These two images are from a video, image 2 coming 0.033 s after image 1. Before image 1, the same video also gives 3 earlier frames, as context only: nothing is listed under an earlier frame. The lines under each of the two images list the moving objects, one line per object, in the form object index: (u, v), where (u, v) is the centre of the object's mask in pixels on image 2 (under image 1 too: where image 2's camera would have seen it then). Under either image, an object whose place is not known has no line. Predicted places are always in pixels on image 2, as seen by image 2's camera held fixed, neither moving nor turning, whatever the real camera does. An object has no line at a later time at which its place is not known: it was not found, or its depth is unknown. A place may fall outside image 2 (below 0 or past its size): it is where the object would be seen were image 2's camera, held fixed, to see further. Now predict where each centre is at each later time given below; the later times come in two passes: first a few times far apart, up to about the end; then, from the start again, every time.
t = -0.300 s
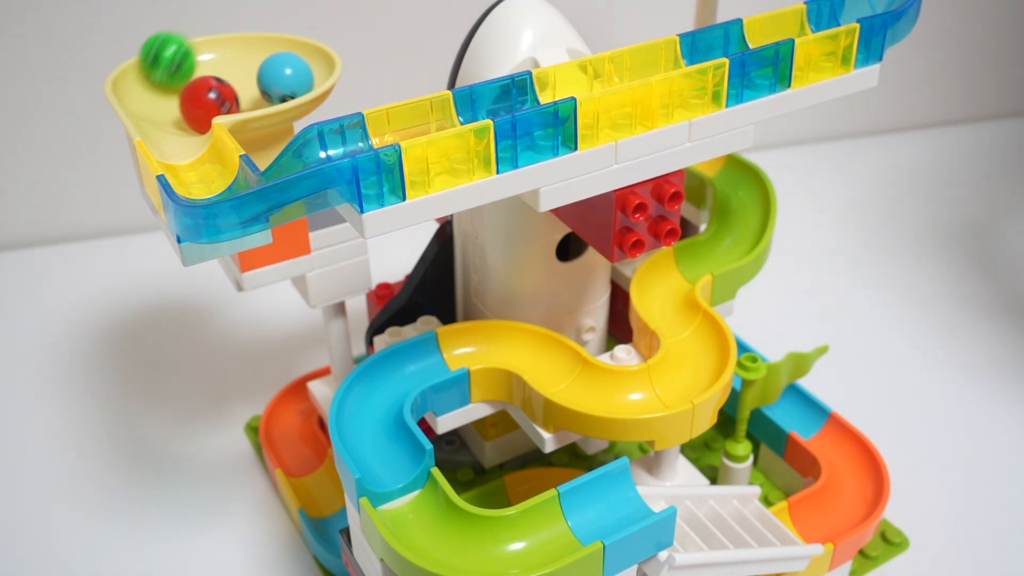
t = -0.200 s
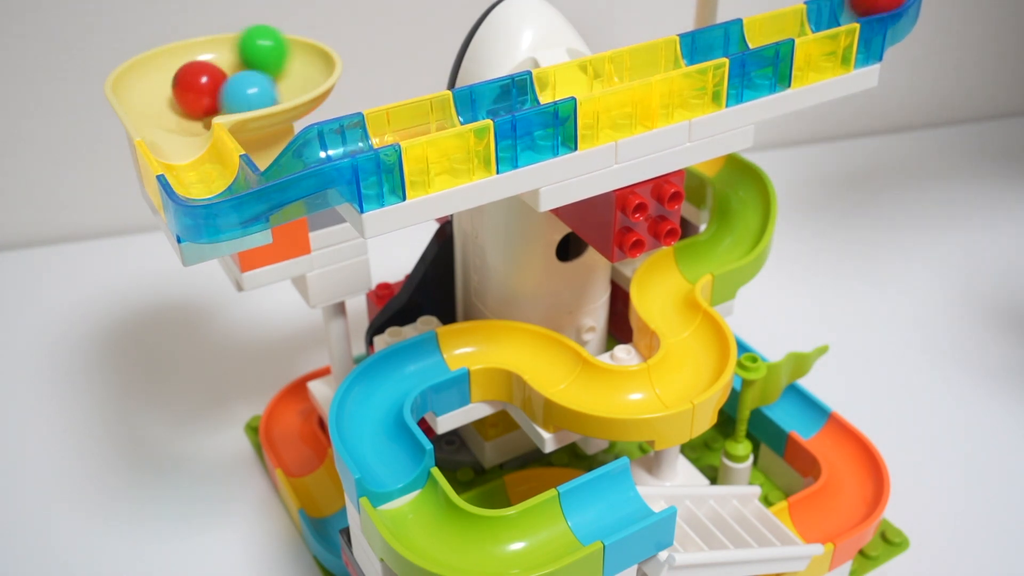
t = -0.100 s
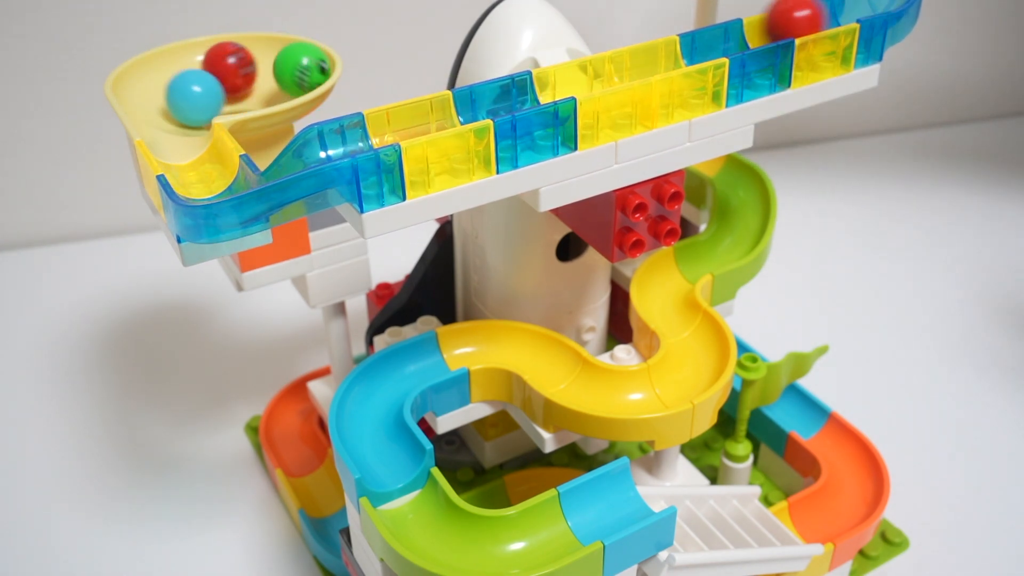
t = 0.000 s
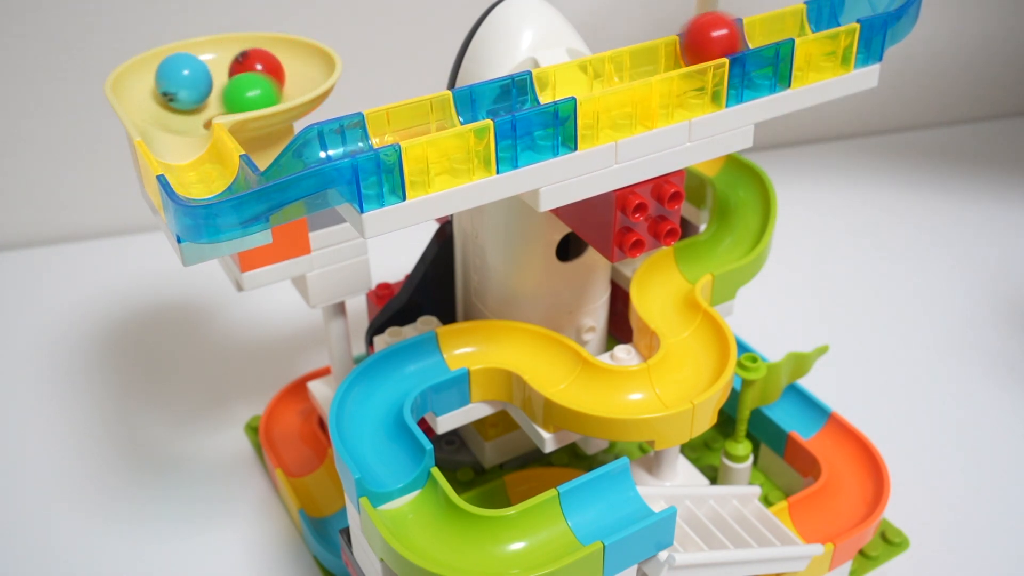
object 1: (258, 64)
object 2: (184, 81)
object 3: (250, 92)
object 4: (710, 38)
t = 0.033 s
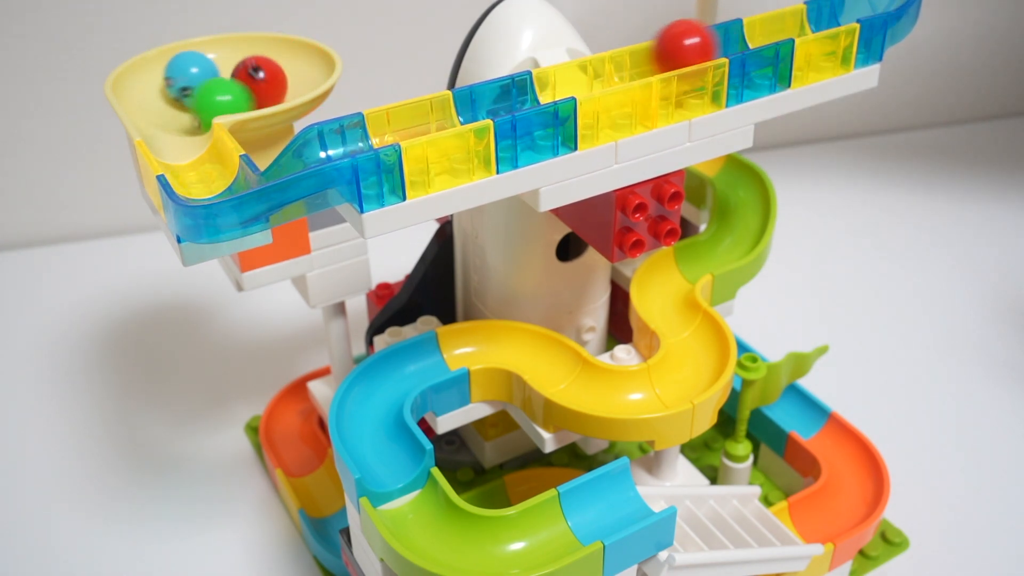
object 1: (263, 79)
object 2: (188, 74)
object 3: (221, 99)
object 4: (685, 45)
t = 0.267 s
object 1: (190, 102)
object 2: (265, 87)
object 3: (212, 57)
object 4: (463, 101)
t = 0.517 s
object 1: (267, 67)
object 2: (203, 89)
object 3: (244, 94)
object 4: (210, 173)
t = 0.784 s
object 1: (204, 102)
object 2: (252, 84)
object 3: (222, 41)
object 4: (171, 64)
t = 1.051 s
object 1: (232, 74)
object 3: (204, 103)
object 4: (277, 84)
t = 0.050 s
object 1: (259, 85)
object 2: (196, 68)
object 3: (205, 103)
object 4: (670, 49)
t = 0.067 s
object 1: (255, 88)
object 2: (207, 68)
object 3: (194, 105)
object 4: (655, 52)
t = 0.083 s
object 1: (250, 90)
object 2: (213, 72)
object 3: (183, 103)
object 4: (638, 56)
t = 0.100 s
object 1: (245, 93)
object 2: (215, 73)
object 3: (171, 98)
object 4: (623, 60)
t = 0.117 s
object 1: (239, 94)
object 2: (222, 69)
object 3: (164, 93)
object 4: (608, 65)
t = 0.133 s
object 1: (232, 96)
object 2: (236, 68)
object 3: (160, 87)
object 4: (592, 69)
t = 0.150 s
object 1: (226, 98)
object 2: (248, 74)
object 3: (158, 81)
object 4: (576, 73)
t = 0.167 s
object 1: (218, 100)
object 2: (254, 79)
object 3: (160, 75)
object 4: (559, 77)
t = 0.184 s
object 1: (210, 102)
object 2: (257, 82)
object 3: (163, 71)
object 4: (541, 80)
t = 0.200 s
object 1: (204, 103)
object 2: (259, 84)
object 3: (169, 66)
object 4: (526, 85)
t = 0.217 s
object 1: (199, 104)
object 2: (262, 85)
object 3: (176, 60)
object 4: (510, 89)
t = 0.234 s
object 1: (195, 104)
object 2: (264, 85)
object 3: (187, 56)
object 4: (495, 93)
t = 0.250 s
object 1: (192, 103)
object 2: (265, 86)
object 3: (200, 55)
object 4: (480, 96)
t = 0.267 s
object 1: (190, 102)
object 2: (265, 87)
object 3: (212, 57)
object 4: (463, 101)
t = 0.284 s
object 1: (190, 101)
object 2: (264, 88)
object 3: (224, 59)
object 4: (447, 104)
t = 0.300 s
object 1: (191, 99)
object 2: (261, 89)
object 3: (234, 58)
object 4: (428, 109)
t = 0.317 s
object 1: (193, 96)
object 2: (258, 90)
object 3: (246, 56)
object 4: (409, 114)
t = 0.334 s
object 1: (196, 94)
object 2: (254, 92)
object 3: (260, 58)
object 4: (392, 118)
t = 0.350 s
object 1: (199, 91)
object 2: (248, 93)
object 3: (271, 64)
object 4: (372, 123)
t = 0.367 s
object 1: (201, 87)
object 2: (242, 95)
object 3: (279, 71)
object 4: (354, 127)
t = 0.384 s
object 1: (205, 80)
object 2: (235, 96)
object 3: (282, 75)
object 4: (336, 132)
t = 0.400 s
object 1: (215, 70)
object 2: (229, 97)
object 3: (284, 78)
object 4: (318, 138)
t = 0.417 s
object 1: (228, 66)
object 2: (224, 98)
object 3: (283, 80)
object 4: (298, 144)
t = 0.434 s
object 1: (236, 66)
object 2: (218, 99)
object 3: (281, 82)
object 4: (277, 153)
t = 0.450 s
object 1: (240, 64)
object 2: (213, 99)
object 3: (276, 85)
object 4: (258, 161)
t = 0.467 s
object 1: (244, 62)
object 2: (209, 99)
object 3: (269, 87)
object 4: (239, 169)
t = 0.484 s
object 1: (251, 59)
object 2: (206, 96)
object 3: (261, 90)
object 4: (224, 175)
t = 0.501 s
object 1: (260, 61)
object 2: (204, 93)
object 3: (253, 92)
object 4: (215, 176)
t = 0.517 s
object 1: (267, 67)
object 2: (203, 89)
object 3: (244, 94)
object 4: (210, 173)
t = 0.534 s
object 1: (271, 71)
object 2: (202, 82)
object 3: (232, 97)
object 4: (203, 166)
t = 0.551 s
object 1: (272, 74)
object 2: (209, 73)
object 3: (219, 99)
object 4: (195, 156)
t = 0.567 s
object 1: (274, 76)
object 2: (219, 72)
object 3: (210, 98)
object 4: (189, 149)
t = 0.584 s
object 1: (274, 77)
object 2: (225, 76)
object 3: (203, 96)
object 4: (184, 139)
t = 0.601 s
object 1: (273, 80)
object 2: (225, 78)
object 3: (195, 94)
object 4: (178, 132)
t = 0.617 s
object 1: (272, 82)
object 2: (225, 80)
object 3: (191, 90)
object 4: (172, 125)
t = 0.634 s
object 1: (269, 84)
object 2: (224, 80)
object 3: (187, 86)
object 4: (166, 117)
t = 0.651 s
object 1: (265, 86)
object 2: (223, 80)
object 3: (186, 82)
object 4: (161, 109)
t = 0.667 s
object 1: (260, 89)
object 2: (224, 77)
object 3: (184, 79)
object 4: (156, 102)
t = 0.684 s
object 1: (253, 91)
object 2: (227, 72)
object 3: (184, 77)
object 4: (152, 95)
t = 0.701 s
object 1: (247, 93)
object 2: (234, 68)
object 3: (184, 71)
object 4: (148, 90)
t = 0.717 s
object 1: (238, 95)
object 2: (243, 68)
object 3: (187, 64)
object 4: (148, 86)
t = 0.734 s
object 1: (230, 96)
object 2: (250, 72)
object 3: (192, 58)
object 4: (151, 81)
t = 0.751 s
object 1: (220, 99)
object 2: (253, 77)
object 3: (200, 50)
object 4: (157, 76)
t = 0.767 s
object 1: (212, 101)
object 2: (253, 81)
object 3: (209, 45)
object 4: (164, 71)
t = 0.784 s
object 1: (204, 102)
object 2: (252, 84)
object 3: (222, 41)
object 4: (171, 64)
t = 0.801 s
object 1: (198, 102)
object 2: (251, 86)
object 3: (236, 41)
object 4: (179, 59)
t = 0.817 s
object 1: (193, 101)
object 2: (249, 88)
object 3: (250, 44)
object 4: (192, 53)
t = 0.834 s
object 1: (188, 99)
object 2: (246, 91)
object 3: (263, 49)
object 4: (204, 52)
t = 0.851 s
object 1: (182, 96)
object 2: (243, 93)
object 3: (272, 56)
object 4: (215, 52)
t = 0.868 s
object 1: (178, 93)
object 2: (237, 96)
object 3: (280, 62)
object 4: (226, 52)
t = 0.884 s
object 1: (174, 90)
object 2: (230, 100)
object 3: (285, 68)
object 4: (237, 53)
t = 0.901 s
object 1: (172, 86)
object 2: (226, 103)
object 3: (288, 73)
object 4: (246, 54)
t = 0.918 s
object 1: (172, 84)
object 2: (233, 104)
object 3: (287, 77)
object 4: (254, 52)
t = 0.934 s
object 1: (174, 82)
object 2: (228, 107)
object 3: (283, 80)
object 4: (262, 51)
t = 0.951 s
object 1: (179, 81)
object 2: (234, 108)
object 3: (277, 84)
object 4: (273, 52)
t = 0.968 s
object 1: (184, 81)
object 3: (270, 87)
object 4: (282, 57)
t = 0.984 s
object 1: (192, 80)
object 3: (260, 91)
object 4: (288, 65)
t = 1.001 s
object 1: (198, 79)
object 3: (245, 94)
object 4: (288, 71)
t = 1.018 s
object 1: (203, 74)
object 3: (230, 96)
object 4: (285, 77)
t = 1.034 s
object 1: (219, 67)
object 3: (216, 99)
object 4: (281, 81)
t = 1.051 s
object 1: (232, 74)
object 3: (204, 103)
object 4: (277, 84)
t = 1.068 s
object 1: (233, 77)
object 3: (191, 104)
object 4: (269, 87)
